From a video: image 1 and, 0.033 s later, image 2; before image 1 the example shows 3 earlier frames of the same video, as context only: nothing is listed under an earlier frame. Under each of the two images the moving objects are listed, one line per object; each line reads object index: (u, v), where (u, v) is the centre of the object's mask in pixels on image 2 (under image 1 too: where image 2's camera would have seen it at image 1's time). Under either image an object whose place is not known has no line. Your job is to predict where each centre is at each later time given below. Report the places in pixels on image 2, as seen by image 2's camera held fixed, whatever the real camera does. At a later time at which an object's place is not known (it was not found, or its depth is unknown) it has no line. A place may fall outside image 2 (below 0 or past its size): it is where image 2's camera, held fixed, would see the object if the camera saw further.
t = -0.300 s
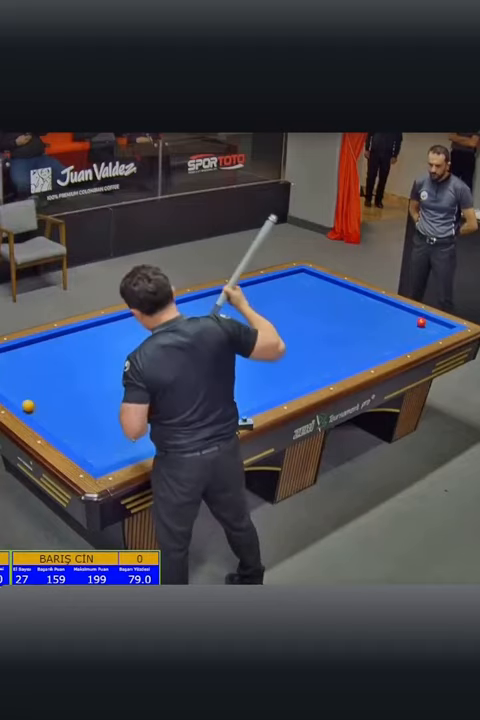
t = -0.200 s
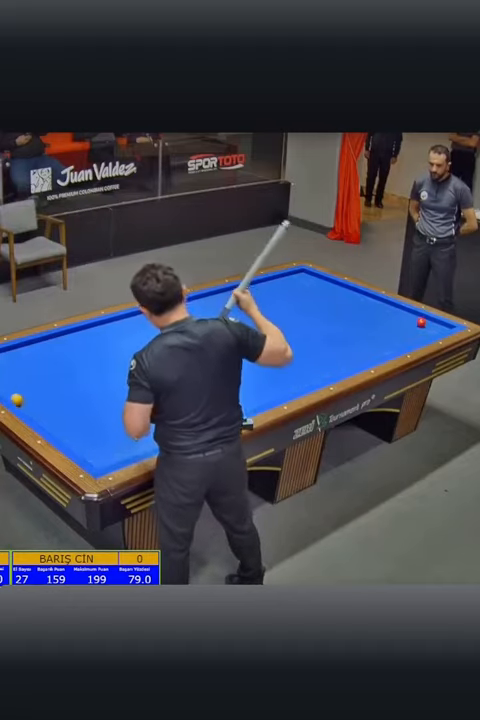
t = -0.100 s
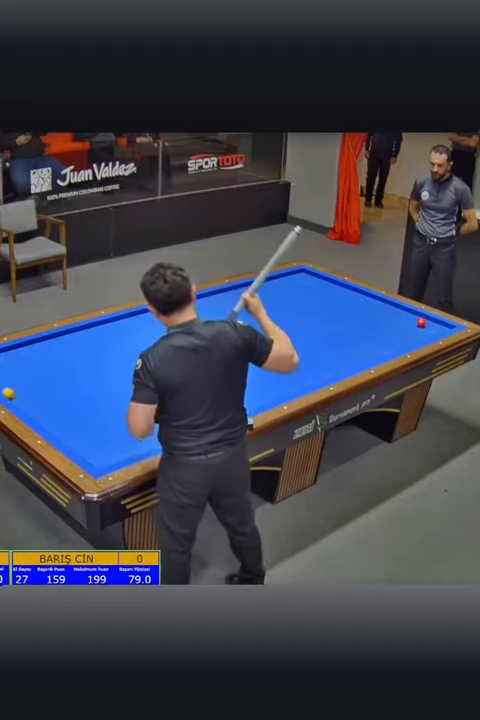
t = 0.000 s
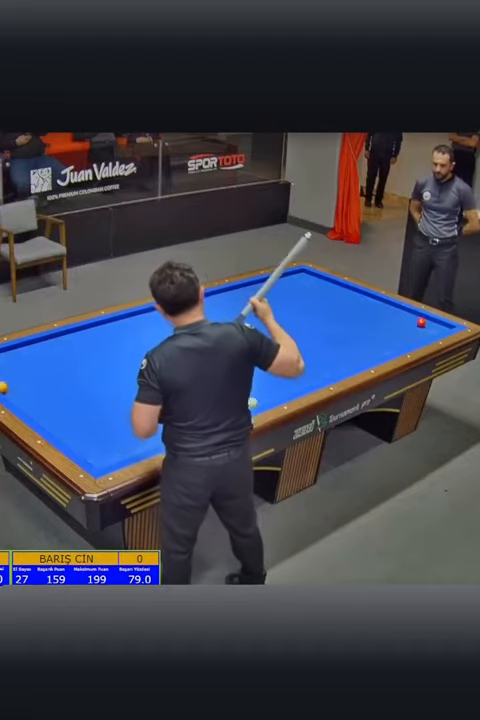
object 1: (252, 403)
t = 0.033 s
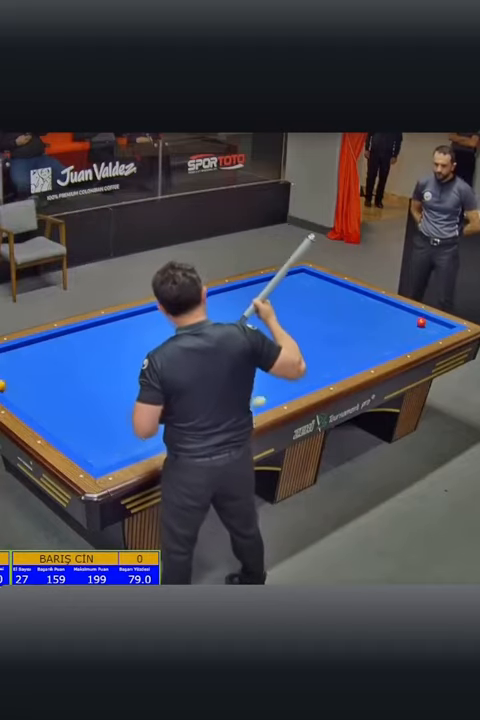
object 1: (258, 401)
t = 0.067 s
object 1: (266, 399)
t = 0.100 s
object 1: (272, 395)
